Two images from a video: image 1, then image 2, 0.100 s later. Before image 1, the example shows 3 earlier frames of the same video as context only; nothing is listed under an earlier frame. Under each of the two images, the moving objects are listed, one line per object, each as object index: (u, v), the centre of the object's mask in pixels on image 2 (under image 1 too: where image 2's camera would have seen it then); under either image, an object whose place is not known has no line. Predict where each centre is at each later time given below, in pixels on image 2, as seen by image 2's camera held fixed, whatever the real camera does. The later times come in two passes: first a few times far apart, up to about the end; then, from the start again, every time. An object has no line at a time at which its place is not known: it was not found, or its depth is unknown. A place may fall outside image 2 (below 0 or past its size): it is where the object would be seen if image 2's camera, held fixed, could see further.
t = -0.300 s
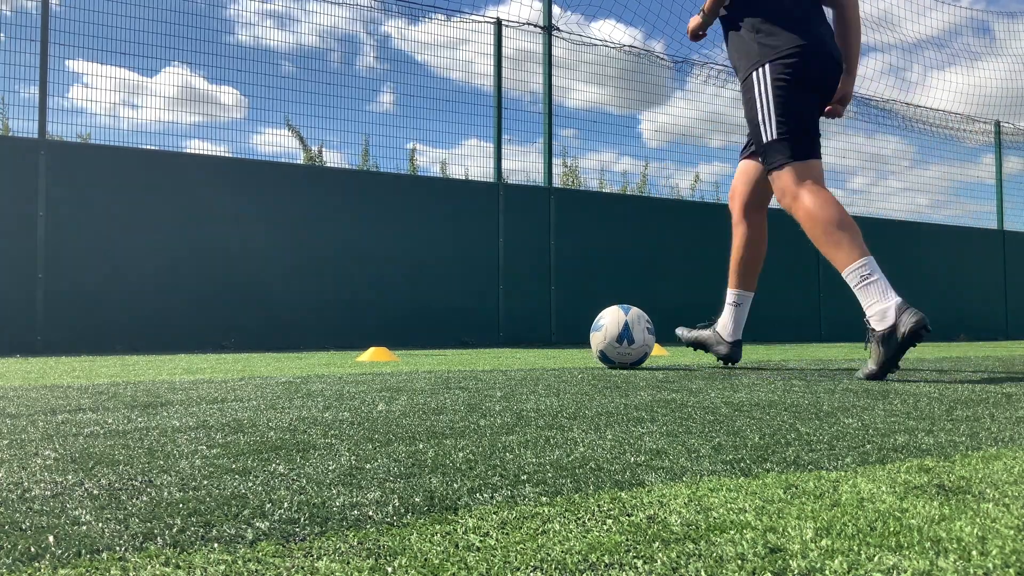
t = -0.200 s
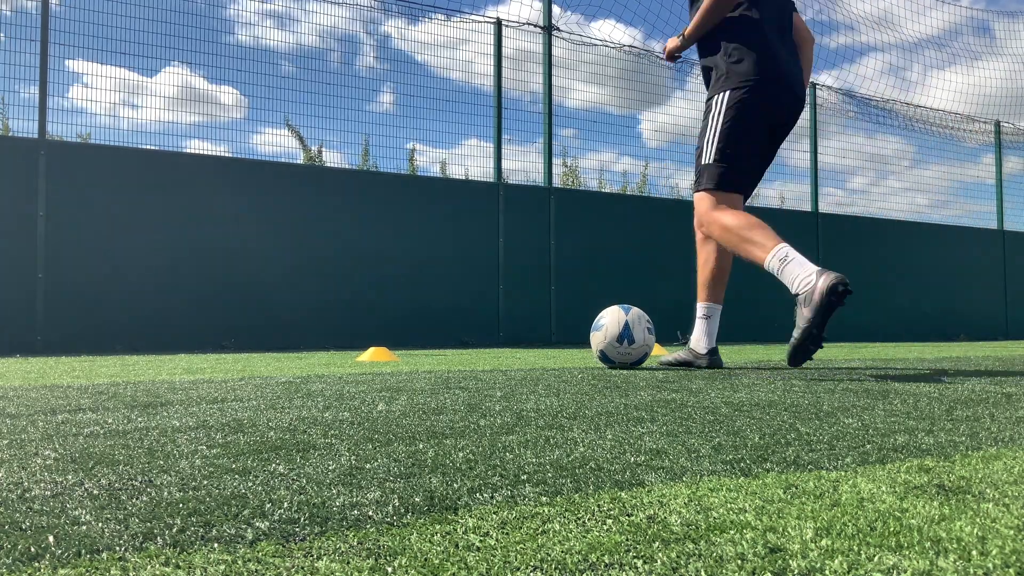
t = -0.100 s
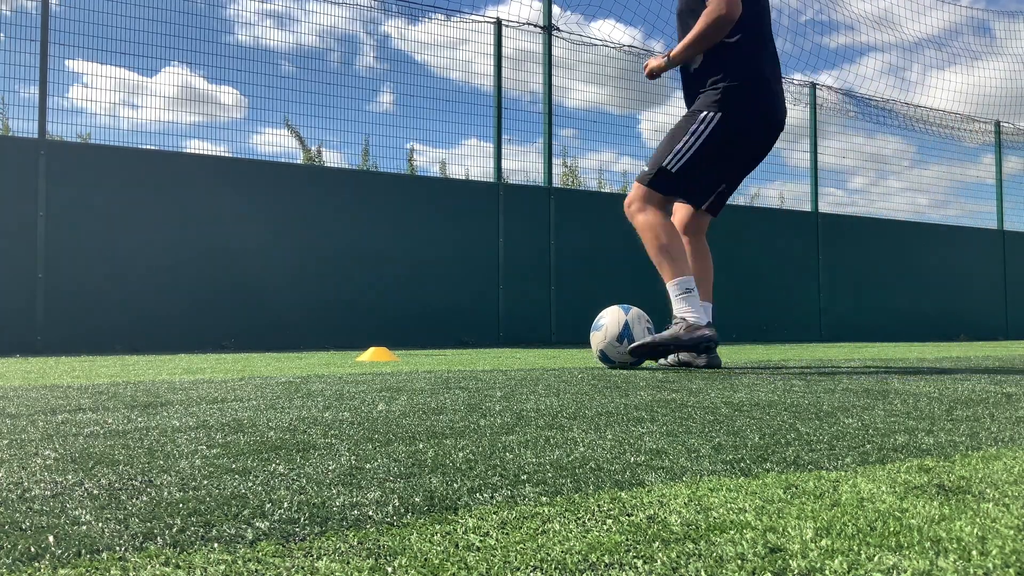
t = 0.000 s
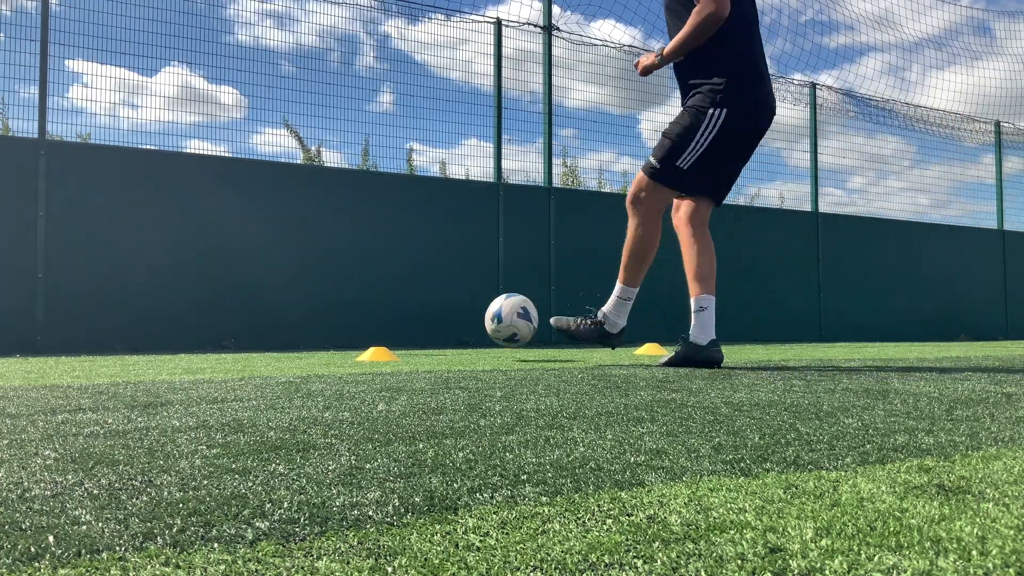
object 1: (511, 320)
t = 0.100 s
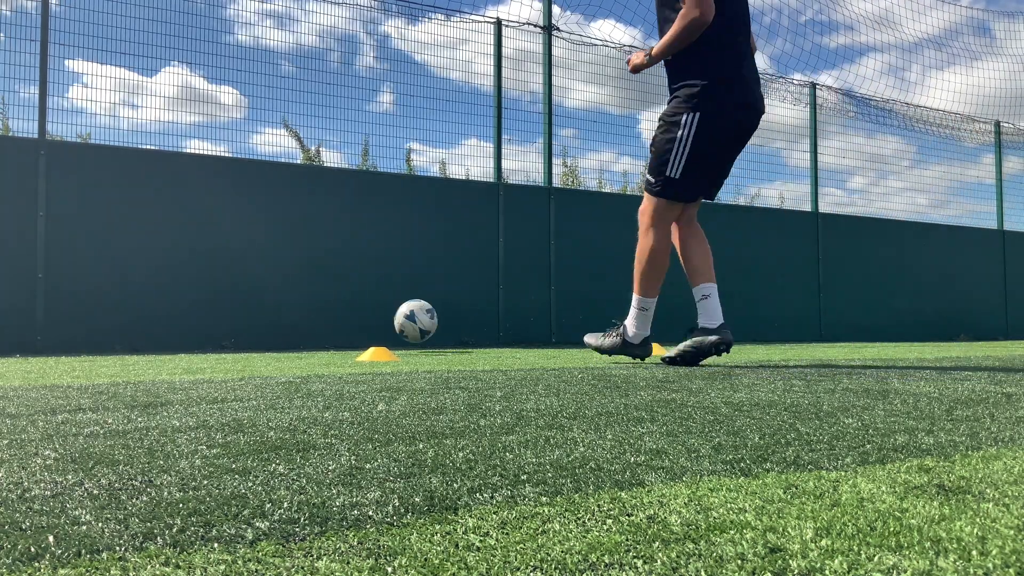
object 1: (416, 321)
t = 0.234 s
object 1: (337, 328)
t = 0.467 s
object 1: (401, 328)
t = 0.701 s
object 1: (495, 333)
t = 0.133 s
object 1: (391, 325)
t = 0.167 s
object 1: (370, 329)
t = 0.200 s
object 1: (352, 330)
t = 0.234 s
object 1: (337, 328)
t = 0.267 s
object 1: (332, 327)
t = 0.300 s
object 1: (343, 326)
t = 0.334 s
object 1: (354, 328)
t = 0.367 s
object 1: (366, 331)
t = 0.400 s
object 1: (377, 328)
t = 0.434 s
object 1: (389, 327)
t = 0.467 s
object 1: (401, 328)
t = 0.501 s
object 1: (414, 331)
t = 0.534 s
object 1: (427, 330)
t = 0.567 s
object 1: (439, 328)
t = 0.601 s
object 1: (452, 328)
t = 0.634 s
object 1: (466, 330)
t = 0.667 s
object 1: (481, 334)
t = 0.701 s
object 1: (495, 333)
